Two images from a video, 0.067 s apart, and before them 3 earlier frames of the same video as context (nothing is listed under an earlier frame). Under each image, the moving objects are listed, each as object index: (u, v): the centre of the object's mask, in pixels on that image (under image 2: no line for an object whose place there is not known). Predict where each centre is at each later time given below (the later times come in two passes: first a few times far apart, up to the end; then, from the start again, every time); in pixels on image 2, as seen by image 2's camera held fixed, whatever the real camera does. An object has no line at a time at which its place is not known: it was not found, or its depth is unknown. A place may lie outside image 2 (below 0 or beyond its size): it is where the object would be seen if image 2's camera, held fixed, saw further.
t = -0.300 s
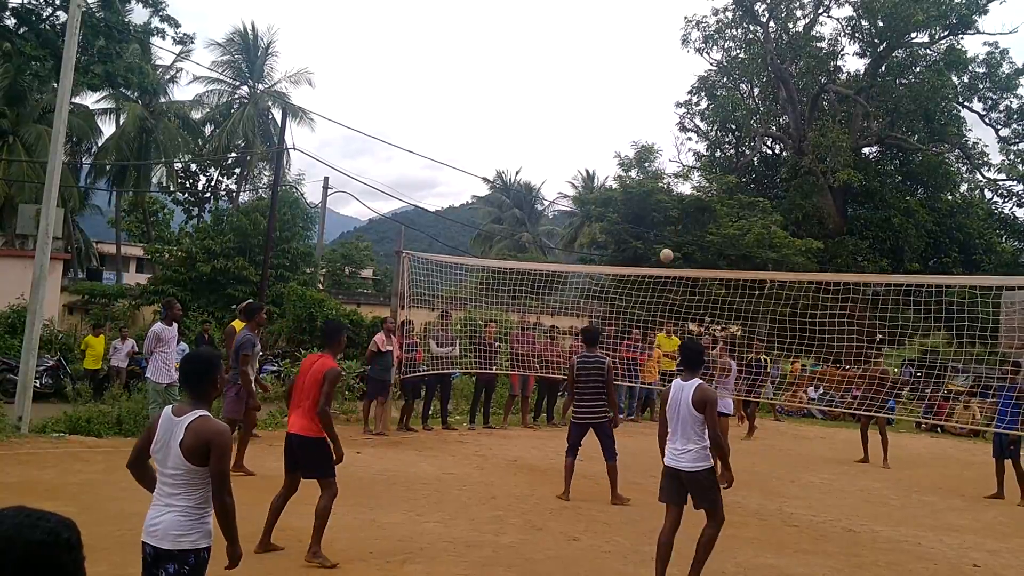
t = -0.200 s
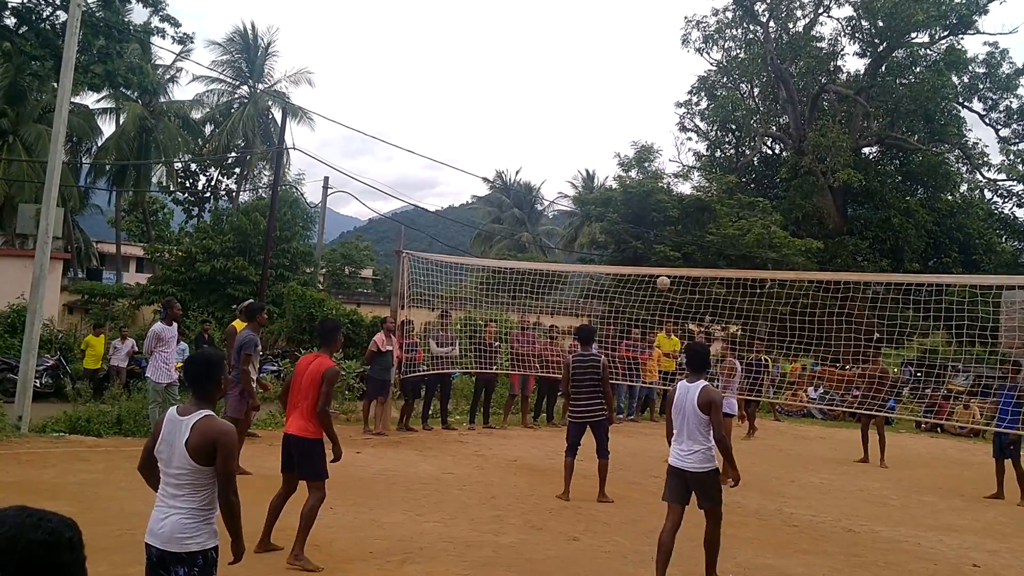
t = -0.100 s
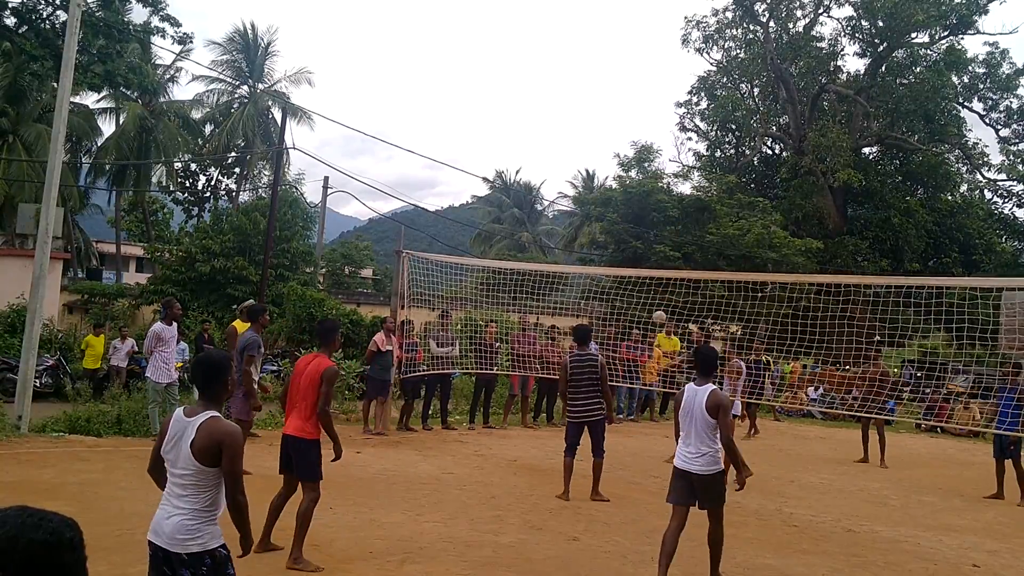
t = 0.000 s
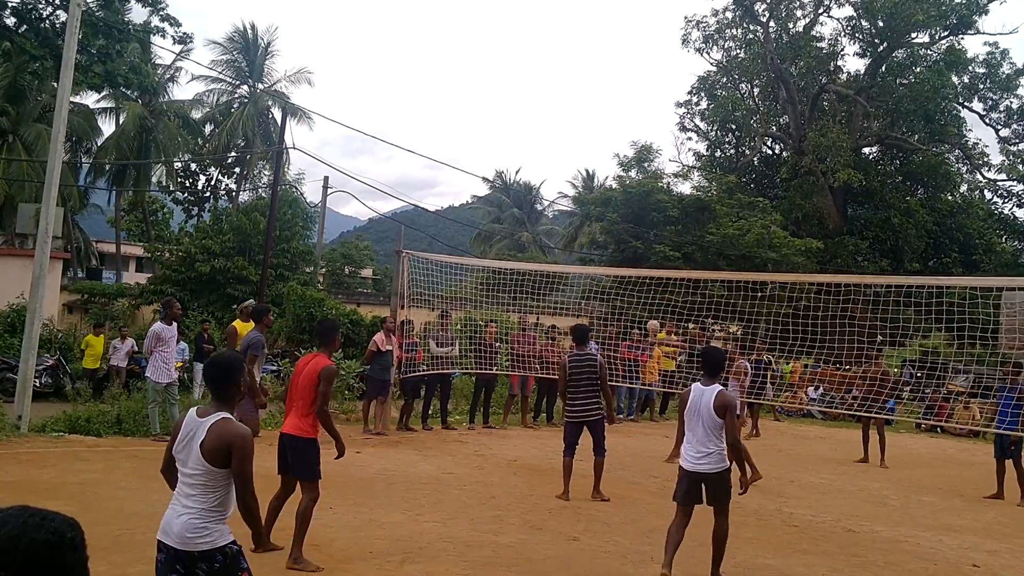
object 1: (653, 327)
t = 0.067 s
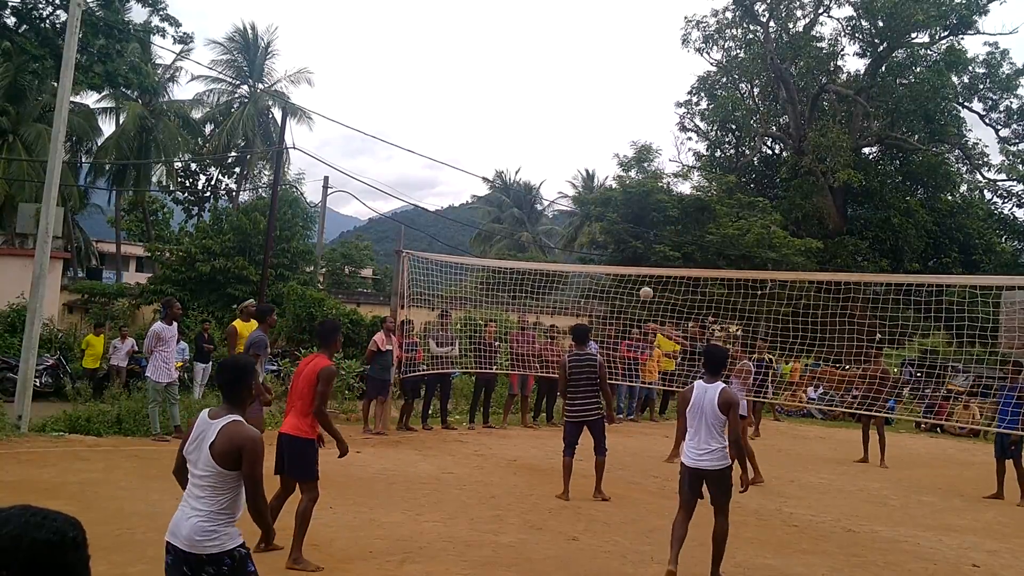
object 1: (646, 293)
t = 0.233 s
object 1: (626, 222)
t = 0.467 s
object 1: (592, 147)
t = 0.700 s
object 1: (547, 110)
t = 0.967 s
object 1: (479, 131)
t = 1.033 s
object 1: (459, 150)
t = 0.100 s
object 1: (642, 279)
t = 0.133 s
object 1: (638, 262)
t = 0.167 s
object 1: (635, 249)
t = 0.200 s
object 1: (630, 235)
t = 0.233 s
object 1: (626, 222)
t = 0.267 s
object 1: (622, 209)
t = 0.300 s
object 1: (618, 197)
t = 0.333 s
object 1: (613, 185)
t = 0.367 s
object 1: (608, 175)
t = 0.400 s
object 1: (603, 165)
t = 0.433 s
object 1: (597, 155)
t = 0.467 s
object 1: (592, 147)
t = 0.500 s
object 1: (586, 139)
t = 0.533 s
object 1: (580, 132)
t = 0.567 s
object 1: (574, 126)
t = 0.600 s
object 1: (568, 120)
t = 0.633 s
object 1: (561, 116)
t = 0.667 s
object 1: (554, 113)
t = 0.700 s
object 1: (547, 110)
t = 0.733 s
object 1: (540, 109)
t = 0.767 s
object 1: (532, 109)
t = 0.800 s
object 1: (524, 109)
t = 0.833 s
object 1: (516, 111)
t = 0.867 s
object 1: (507, 114)
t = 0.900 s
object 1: (498, 119)
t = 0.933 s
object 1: (489, 124)
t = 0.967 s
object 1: (479, 131)
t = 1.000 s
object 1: (470, 140)
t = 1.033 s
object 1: (459, 150)
